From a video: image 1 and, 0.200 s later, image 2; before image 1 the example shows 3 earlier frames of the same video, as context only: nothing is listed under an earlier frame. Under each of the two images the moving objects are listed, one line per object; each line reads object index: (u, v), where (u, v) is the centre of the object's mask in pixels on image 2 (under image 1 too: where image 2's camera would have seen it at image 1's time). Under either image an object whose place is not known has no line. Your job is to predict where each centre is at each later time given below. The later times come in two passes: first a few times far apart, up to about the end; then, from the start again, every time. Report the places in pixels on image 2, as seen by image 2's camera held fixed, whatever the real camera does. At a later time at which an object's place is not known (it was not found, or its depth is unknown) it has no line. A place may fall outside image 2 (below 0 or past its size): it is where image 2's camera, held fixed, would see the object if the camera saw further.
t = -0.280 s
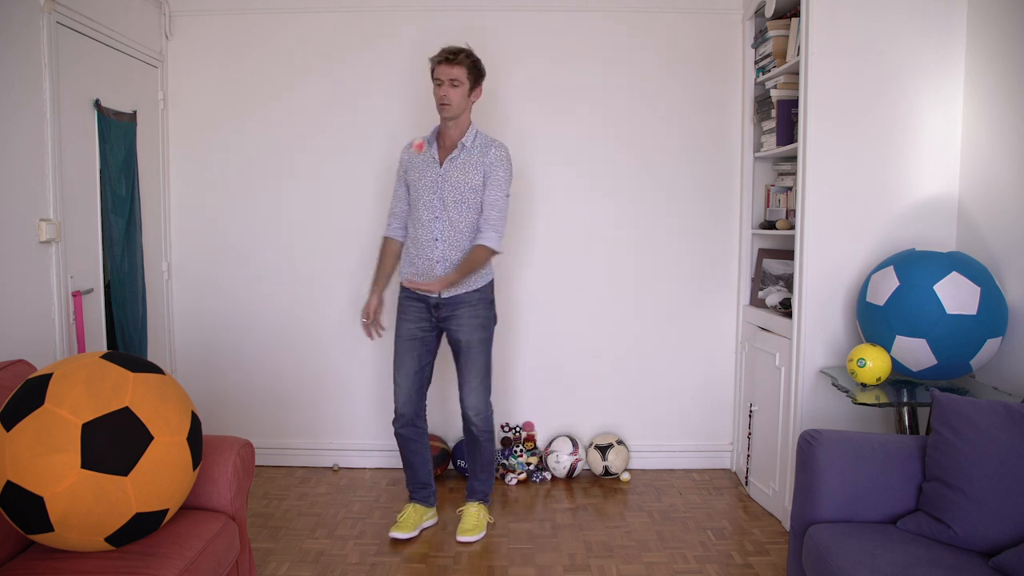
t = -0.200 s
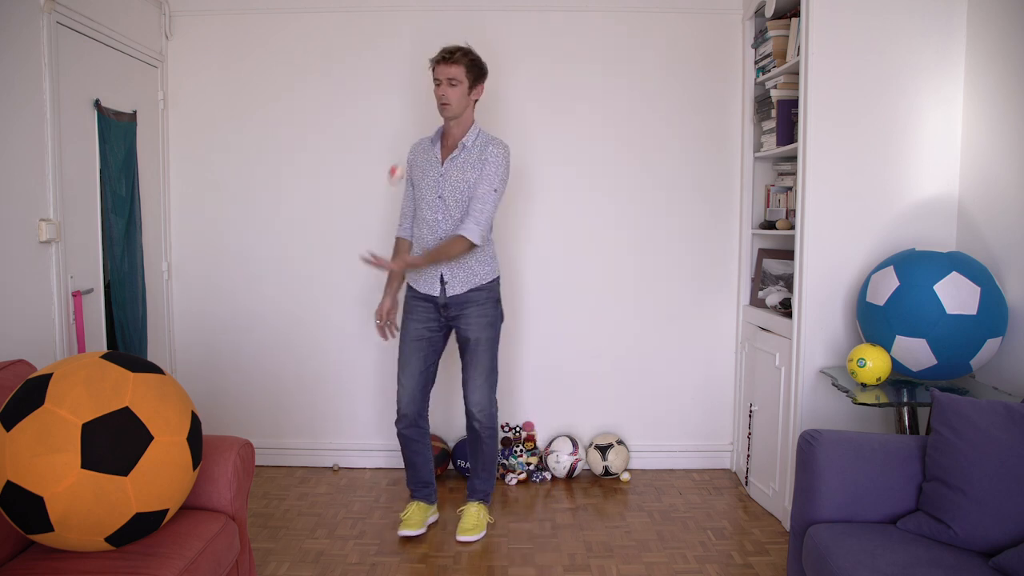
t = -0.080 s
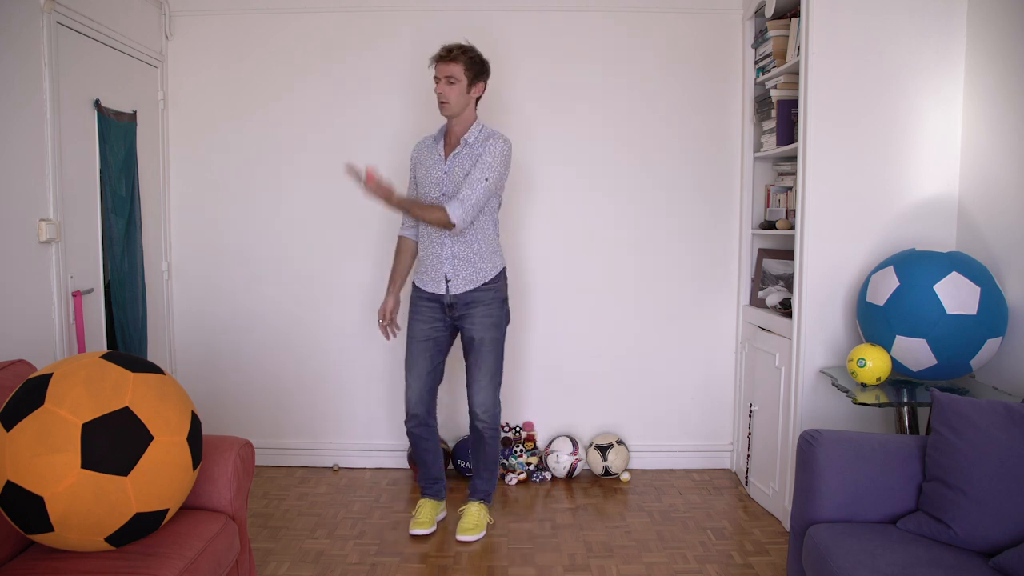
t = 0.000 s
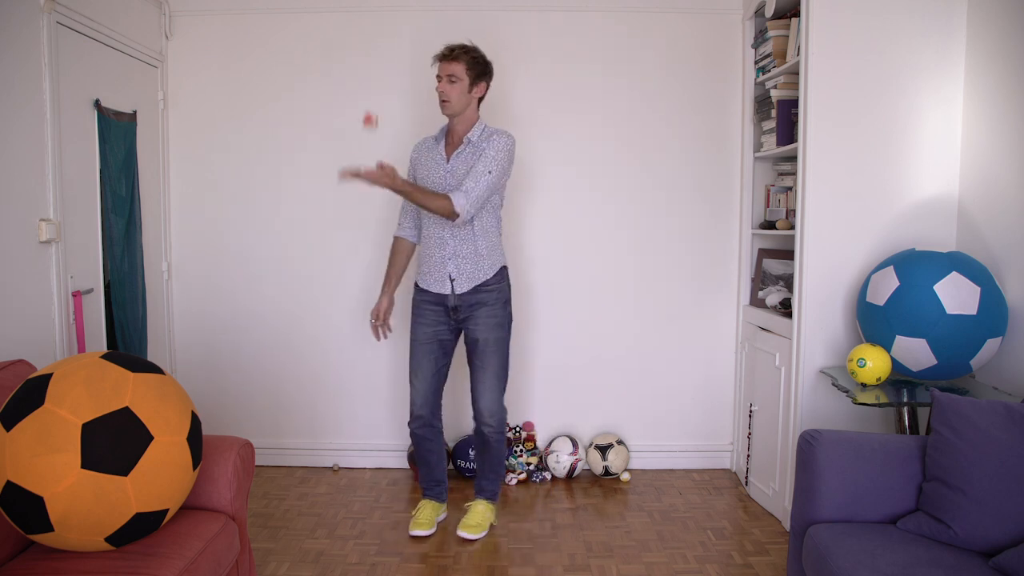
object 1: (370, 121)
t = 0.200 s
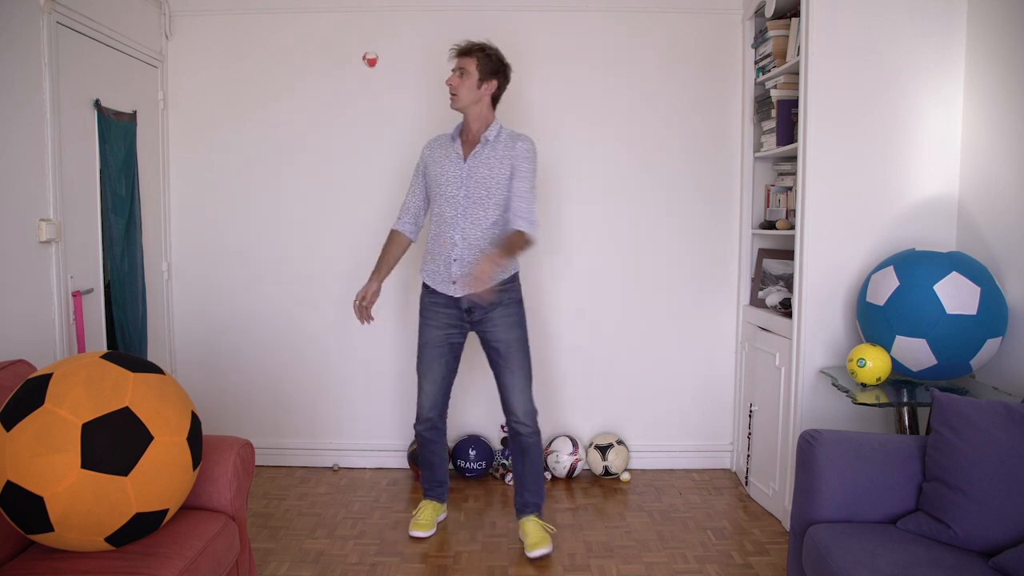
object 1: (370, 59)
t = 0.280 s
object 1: (370, 67)
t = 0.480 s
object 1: (372, 166)
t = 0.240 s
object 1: (370, 61)
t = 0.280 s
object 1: (370, 67)
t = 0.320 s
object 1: (371, 78)
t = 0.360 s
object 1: (371, 94)
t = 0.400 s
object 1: (371, 114)
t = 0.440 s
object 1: (372, 138)
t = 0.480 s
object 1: (372, 166)
